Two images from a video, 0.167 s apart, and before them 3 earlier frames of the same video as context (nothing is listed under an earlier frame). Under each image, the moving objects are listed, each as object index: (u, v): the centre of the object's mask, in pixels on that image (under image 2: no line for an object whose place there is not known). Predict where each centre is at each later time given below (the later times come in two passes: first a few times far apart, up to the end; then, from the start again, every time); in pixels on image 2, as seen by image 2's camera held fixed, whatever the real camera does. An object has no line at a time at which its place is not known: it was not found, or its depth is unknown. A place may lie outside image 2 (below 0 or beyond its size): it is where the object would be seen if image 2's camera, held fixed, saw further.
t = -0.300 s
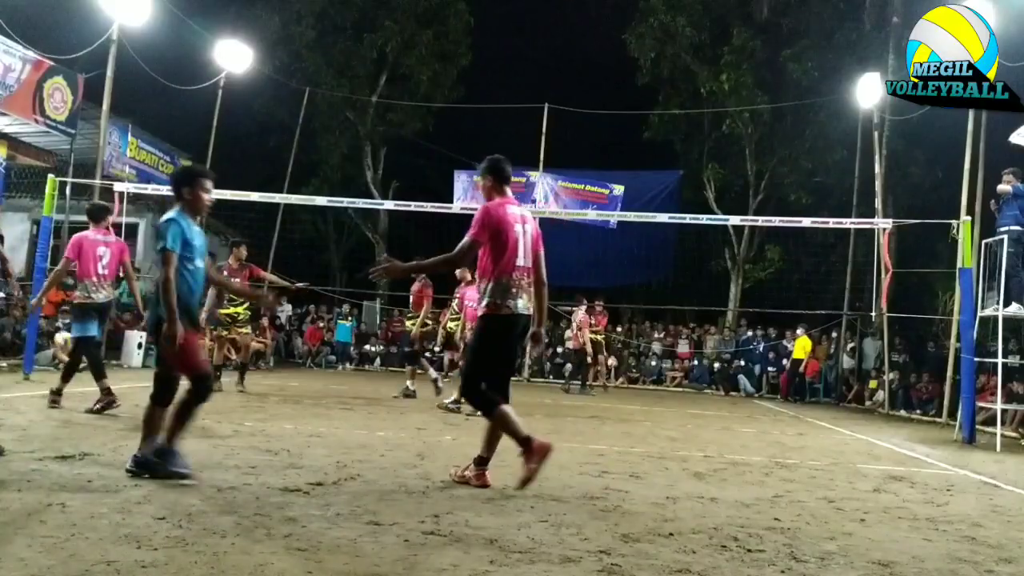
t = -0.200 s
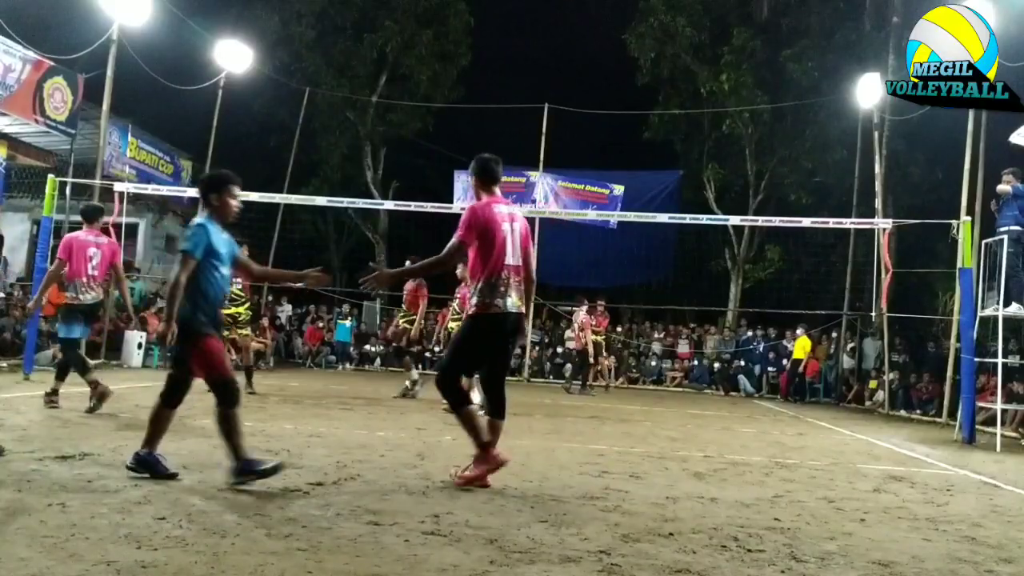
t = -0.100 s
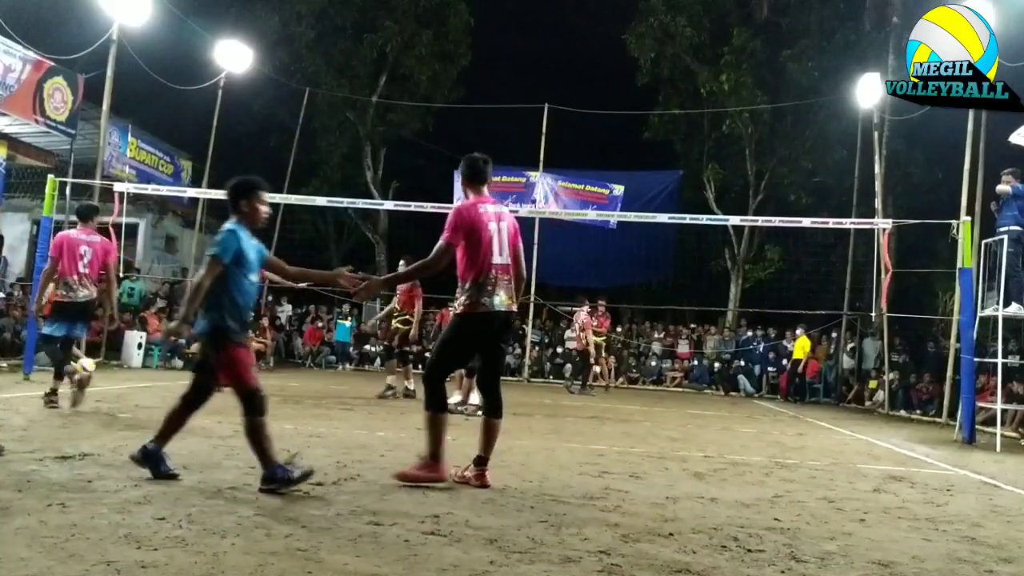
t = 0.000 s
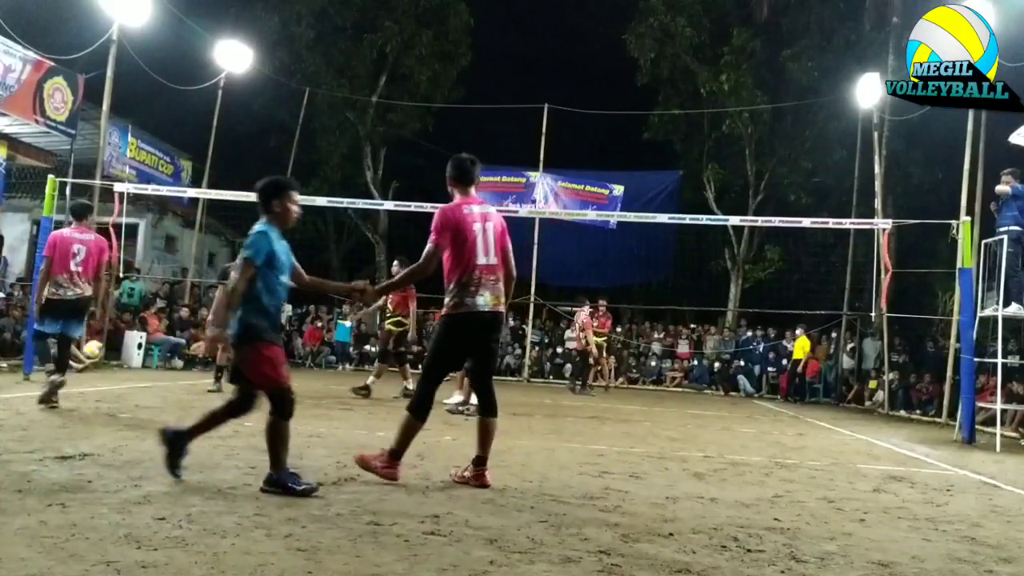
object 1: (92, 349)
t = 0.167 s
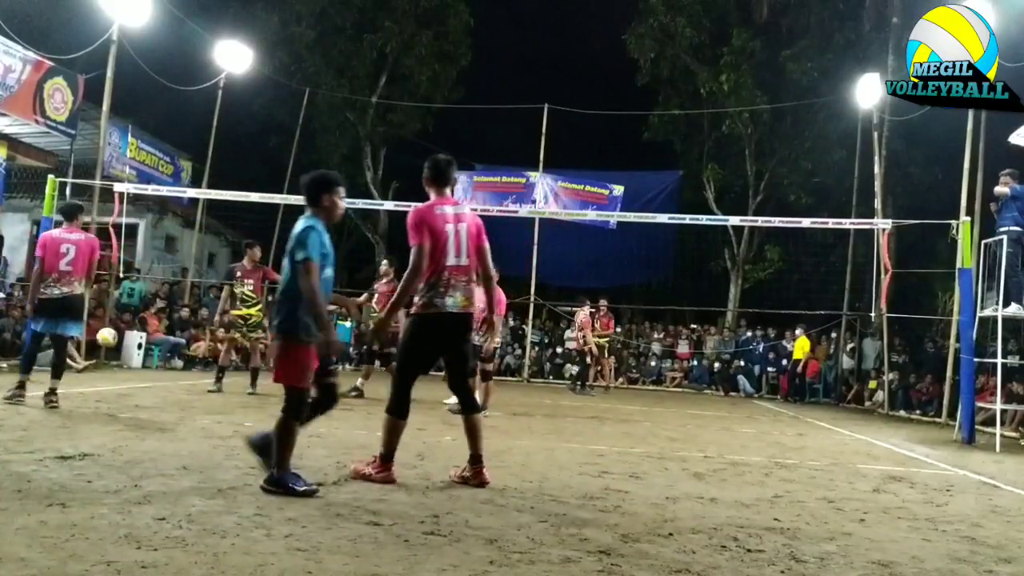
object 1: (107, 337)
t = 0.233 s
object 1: (112, 338)
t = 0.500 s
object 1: (129, 391)
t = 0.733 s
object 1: (155, 364)
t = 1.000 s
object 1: (182, 400)
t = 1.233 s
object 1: (215, 385)
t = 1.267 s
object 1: (219, 385)
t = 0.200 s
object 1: (109, 338)
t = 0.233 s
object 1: (112, 338)
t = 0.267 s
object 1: (114, 341)
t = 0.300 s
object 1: (115, 347)
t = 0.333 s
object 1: (118, 349)
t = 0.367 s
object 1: (120, 355)
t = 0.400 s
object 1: (123, 361)
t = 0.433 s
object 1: (126, 369)
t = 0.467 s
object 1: (126, 379)
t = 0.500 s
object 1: (129, 391)
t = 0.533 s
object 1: (133, 388)
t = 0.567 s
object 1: (137, 381)
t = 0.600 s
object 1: (141, 376)
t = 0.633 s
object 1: (144, 371)
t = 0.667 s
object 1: (148, 368)
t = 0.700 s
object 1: (152, 365)
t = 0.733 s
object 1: (155, 364)
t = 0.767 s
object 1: (158, 364)
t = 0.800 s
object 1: (162, 365)
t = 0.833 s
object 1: (166, 368)
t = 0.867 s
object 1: (169, 371)
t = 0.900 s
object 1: (172, 376)
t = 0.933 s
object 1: (176, 382)
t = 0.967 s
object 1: (179, 391)
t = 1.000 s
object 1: (182, 400)
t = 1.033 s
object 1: (186, 411)
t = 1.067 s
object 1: (191, 404)
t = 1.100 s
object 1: (196, 397)
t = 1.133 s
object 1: (200, 393)
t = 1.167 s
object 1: (205, 389)
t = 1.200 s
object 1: (210, 386)
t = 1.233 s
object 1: (215, 385)
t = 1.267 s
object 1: (219, 385)
